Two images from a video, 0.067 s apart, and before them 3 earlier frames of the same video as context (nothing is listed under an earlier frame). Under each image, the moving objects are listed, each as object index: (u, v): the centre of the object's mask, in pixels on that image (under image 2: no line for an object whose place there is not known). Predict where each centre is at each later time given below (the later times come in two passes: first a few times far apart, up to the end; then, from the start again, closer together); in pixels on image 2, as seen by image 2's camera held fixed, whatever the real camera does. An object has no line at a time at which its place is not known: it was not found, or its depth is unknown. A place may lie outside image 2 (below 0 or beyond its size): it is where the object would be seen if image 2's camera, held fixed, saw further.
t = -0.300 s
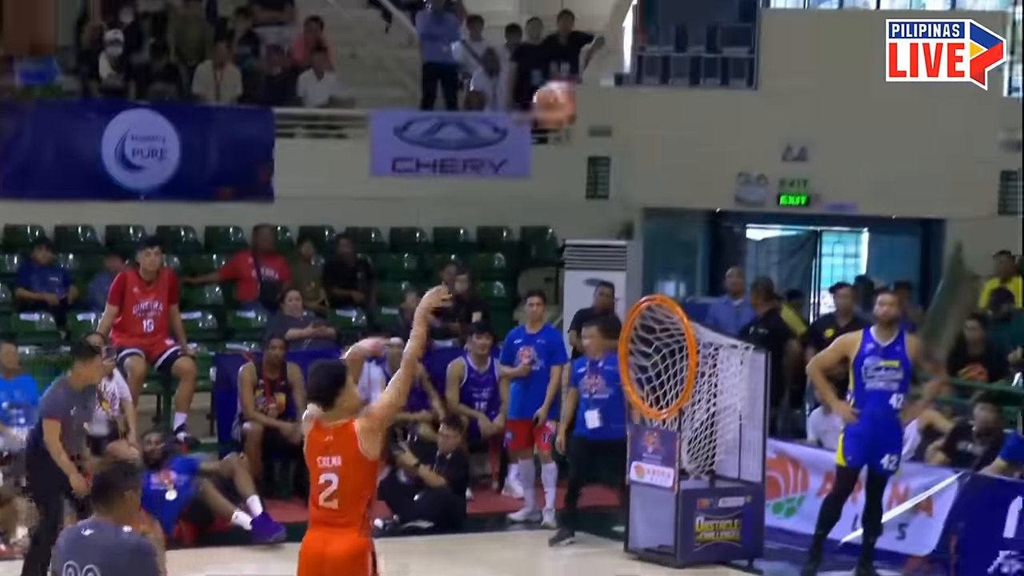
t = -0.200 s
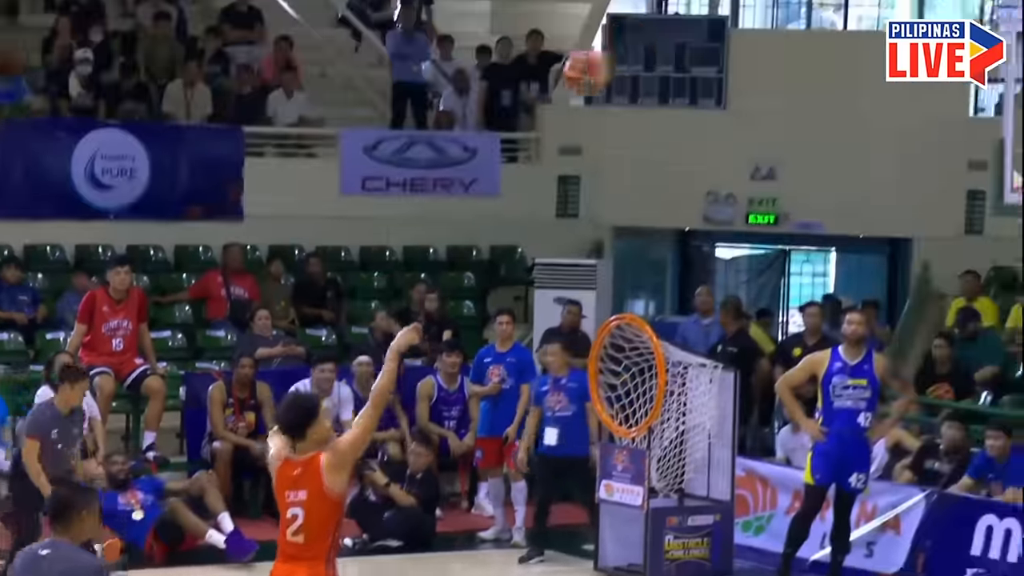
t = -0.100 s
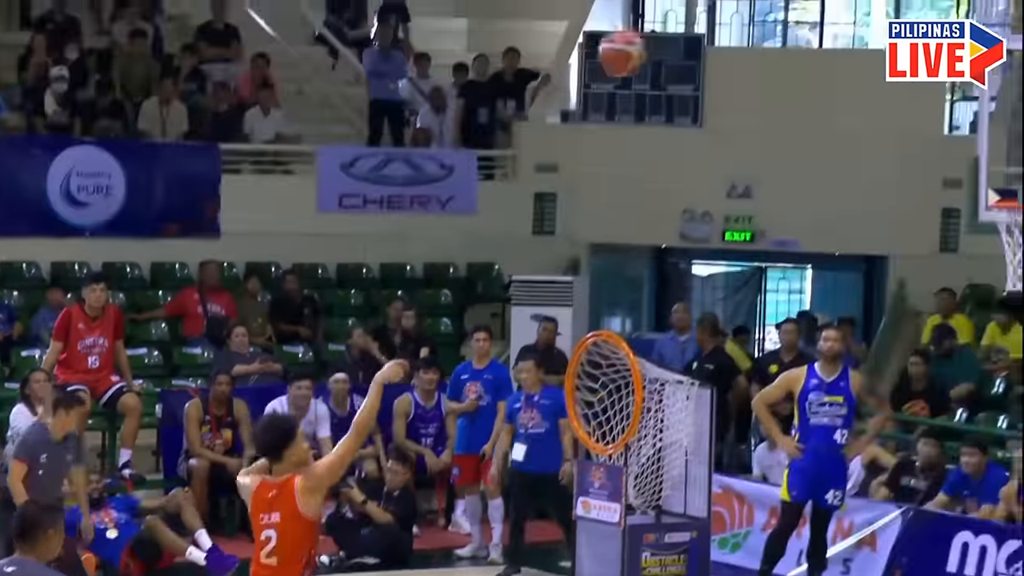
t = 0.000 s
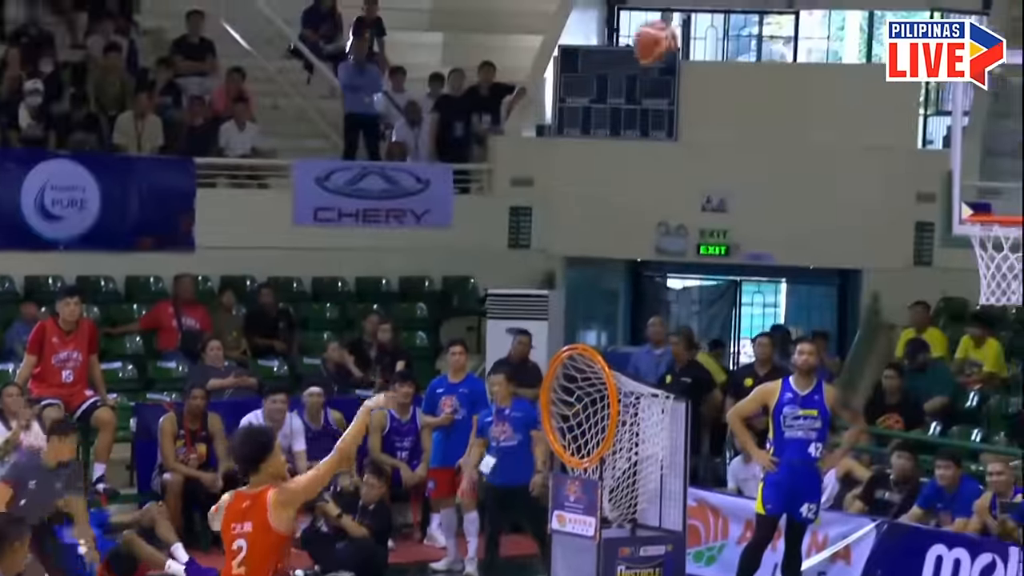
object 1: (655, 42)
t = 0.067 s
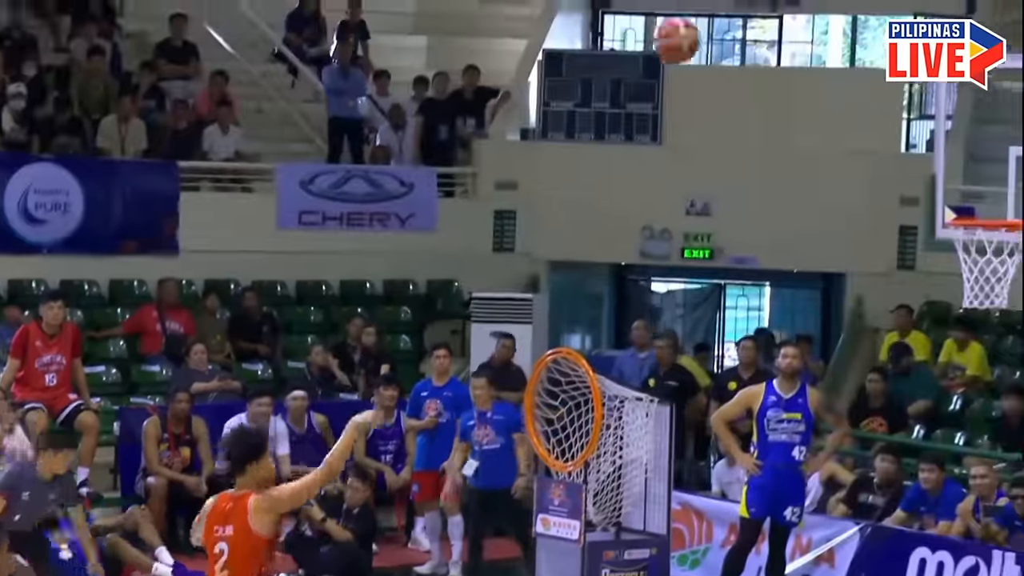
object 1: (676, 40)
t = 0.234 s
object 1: (765, 47)
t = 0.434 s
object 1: (866, 103)
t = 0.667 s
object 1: (964, 191)
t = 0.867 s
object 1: (986, 158)
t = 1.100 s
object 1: (1013, 183)
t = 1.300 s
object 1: (1017, 162)
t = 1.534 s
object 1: (1013, 161)
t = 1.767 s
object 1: (998, 190)
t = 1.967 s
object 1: (970, 201)
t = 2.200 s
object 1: (981, 199)
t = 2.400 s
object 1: (994, 250)
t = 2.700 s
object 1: (993, 419)
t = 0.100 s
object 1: (695, 38)
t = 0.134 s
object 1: (713, 39)
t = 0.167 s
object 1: (731, 40)
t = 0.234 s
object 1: (765, 47)
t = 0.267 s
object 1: (782, 53)
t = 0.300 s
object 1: (799, 60)
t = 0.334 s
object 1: (818, 68)
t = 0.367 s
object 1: (834, 80)
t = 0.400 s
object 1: (850, 90)
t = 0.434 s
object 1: (866, 103)
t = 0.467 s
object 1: (882, 118)
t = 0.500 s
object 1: (900, 135)
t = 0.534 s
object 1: (913, 149)
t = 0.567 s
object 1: (932, 167)
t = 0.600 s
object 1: (949, 187)
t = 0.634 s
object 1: (961, 202)
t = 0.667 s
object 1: (964, 191)
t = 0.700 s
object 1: (968, 181)
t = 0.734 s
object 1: (972, 174)
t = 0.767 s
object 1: (976, 169)
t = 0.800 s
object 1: (980, 161)
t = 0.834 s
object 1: (984, 159)
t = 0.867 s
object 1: (986, 158)
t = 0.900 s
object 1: (990, 156)
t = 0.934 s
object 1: (995, 158)
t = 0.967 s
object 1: (998, 160)
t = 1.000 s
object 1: (1002, 163)
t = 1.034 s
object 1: (1005, 168)
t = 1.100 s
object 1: (1013, 183)
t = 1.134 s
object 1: (1016, 194)
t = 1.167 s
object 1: (1017, 193)
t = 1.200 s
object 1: (1017, 184)
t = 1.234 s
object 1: (1017, 175)
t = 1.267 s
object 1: (1017, 167)
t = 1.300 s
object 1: (1017, 162)
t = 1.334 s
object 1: (1017, 157)
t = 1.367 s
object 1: (1017, 154)
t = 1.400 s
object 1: (1016, 153)
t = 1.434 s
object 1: (1015, 153)
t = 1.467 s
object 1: (1014, 155)
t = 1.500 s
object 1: (1013, 158)
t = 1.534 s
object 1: (1013, 161)
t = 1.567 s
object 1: (1012, 167)
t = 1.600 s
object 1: (1010, 175)
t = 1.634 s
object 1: (1009, 184)
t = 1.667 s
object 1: (1009, 195)
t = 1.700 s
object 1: (1007, 198)
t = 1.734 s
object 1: (1002, 194)
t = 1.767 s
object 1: (998, 190)
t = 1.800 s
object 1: (993, 189)
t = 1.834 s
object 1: (989, 189)
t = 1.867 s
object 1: (985, 191)
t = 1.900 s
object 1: (979, 194)
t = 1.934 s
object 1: (975, 197)
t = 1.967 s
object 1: (970, 201)
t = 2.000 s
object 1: (971, 198)
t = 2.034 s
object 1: (973, 196)
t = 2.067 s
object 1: (975, 194)
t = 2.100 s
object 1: (977, 194)
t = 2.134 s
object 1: (978, 195)
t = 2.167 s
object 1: (980, 197)
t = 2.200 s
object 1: (981, 199)
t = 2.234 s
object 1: (983, 201)
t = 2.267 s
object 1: (985, 206)
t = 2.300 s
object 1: (987, 211)
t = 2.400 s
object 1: (994, 250)
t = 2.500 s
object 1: (996, 299)
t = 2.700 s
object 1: (993, 419)
